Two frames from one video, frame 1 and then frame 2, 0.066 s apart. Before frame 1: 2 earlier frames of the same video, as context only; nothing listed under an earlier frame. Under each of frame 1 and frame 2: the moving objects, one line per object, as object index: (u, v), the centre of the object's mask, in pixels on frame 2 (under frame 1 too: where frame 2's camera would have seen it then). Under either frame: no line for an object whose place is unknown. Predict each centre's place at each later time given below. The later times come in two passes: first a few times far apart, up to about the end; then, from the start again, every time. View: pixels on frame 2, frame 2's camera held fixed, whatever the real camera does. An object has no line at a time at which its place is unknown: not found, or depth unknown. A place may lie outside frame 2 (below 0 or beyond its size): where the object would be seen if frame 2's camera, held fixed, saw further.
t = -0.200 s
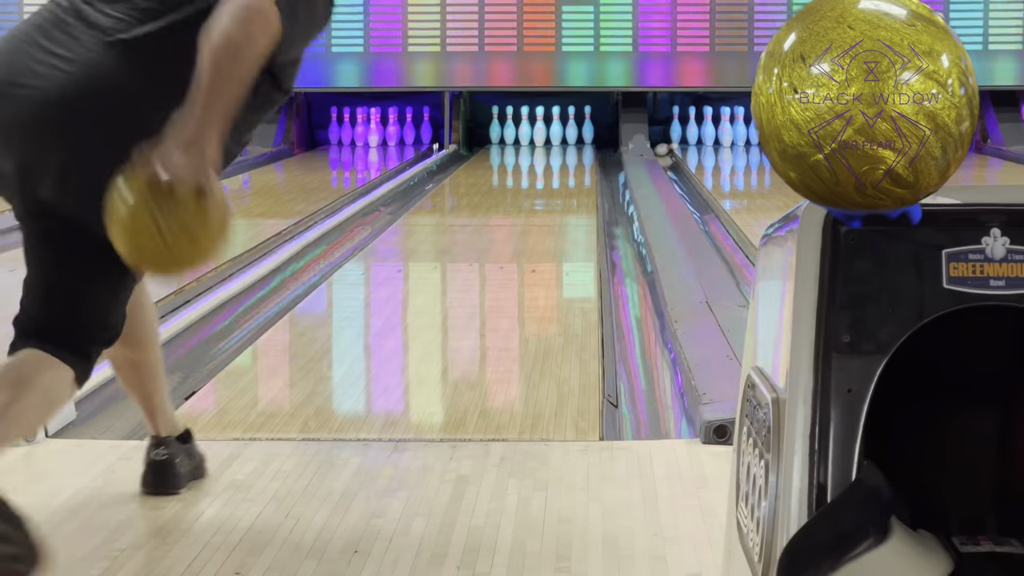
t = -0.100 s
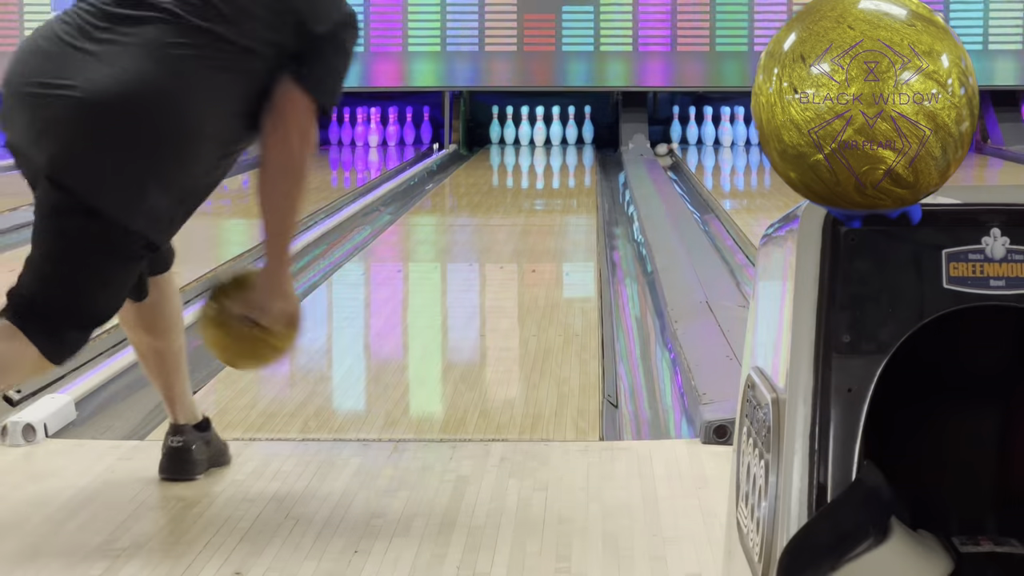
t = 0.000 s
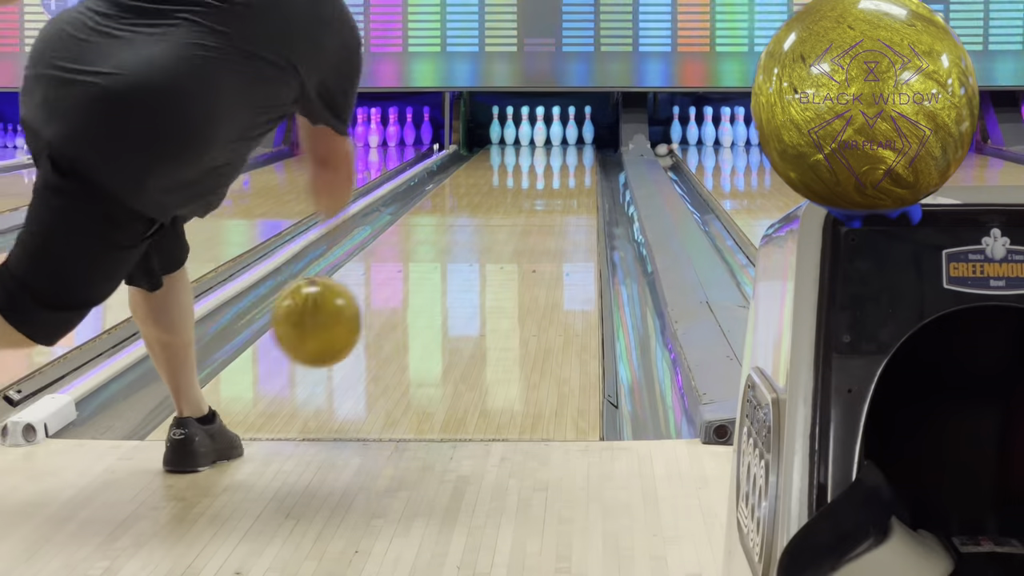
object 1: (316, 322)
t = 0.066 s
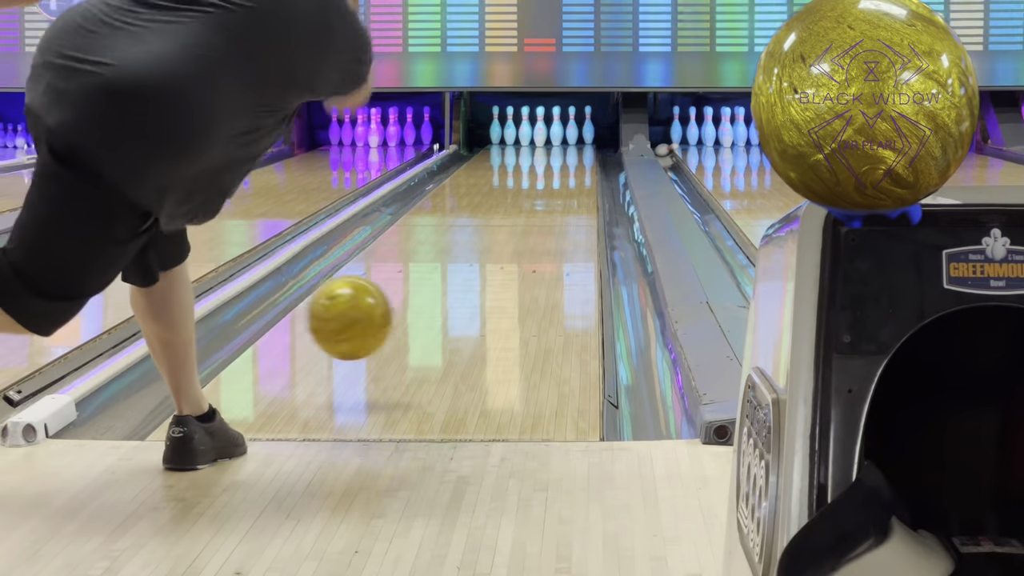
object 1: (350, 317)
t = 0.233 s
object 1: (413, 311)
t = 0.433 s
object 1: (466, 272)
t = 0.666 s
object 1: (508, 238)
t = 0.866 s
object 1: (534, 217)
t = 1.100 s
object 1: (557, 197)
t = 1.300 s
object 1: (570, 183)
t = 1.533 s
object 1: (579, 172)
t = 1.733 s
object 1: (582, 163)
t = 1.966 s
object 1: (580, 155)
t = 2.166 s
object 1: (571, 149)
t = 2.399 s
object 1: (557, 144)
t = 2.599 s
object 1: (548, 139)
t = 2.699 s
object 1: (543, 137)
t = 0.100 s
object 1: (365, 322)
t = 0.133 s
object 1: (379, 330)
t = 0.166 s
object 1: (391, 332)
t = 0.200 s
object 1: (403, 321)
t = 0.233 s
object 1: (413, 311)
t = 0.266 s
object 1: (423, 306)
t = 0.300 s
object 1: (432, 300)
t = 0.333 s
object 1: (442, 291)
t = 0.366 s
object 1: (451, 284)
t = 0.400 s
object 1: (458, 278)
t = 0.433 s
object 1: (466, 272)
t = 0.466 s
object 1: (473, 267)
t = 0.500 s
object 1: (479, 262)
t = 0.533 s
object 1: (486, 256)
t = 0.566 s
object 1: (491, 252)
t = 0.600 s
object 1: (497, 246)
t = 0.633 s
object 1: (503, 242)
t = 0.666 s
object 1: (508, 238)
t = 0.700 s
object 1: (513, 234)
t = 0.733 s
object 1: (517, 231)
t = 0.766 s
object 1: (522, 227)
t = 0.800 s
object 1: (526, 224)
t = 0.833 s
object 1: (530, 220)
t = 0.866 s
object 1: (534, 217)
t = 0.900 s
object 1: (538, 213)
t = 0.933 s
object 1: (541, 210)
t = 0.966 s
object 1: (545, 207)
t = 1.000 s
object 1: (548, 205)
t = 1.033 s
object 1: (551, 202)
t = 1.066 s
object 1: (554, 199)
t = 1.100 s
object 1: (557, 197)
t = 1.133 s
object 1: (559, 195)
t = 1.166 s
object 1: (562, 192)
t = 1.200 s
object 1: (564, 190)
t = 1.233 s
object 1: (566, 187)
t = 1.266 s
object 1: (568, 185)
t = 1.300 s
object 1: (570, 183)
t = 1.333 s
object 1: (573, 182)
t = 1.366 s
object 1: (574, 179)
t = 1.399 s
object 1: (575, 178)
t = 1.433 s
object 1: (577, 176)
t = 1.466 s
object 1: (577, 174)
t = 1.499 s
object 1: (579, 173)
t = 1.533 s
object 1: (579, 172)
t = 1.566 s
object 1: (580, 170)
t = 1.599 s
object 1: (581, 168)
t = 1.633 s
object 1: (582, 167)
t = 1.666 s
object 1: (582, 166)
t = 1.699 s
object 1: (582, 165)
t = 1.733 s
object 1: (582, 163)
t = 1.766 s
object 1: (582, 162)
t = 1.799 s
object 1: (582, 161)
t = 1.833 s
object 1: (582, 159)
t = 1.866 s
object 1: (582, 158)
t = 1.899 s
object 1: (582, 157)
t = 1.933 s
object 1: (581, 156)
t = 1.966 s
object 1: (580, 155)
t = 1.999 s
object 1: (579, 154)
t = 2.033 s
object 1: (577, 153)
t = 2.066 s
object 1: (576, 152)
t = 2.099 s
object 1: (574, 151)
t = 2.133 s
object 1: (573, 150)
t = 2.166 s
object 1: (571, 149)
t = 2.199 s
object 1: (570, 148)
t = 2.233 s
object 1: (567, 148)
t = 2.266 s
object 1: (565, 147)
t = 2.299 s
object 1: (563, 146)
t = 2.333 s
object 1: (561, 145)
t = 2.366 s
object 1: (559, 145)
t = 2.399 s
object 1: (557, 144)
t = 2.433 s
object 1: (556, 144)
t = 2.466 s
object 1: (555, 143)
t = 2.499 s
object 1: (553, 141)
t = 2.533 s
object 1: (551, 141)
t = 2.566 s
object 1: (550, 140)
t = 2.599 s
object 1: (548, 139)
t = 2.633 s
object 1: (547, 139)
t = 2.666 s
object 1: (545, 138)
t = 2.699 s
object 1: (543, 137)
